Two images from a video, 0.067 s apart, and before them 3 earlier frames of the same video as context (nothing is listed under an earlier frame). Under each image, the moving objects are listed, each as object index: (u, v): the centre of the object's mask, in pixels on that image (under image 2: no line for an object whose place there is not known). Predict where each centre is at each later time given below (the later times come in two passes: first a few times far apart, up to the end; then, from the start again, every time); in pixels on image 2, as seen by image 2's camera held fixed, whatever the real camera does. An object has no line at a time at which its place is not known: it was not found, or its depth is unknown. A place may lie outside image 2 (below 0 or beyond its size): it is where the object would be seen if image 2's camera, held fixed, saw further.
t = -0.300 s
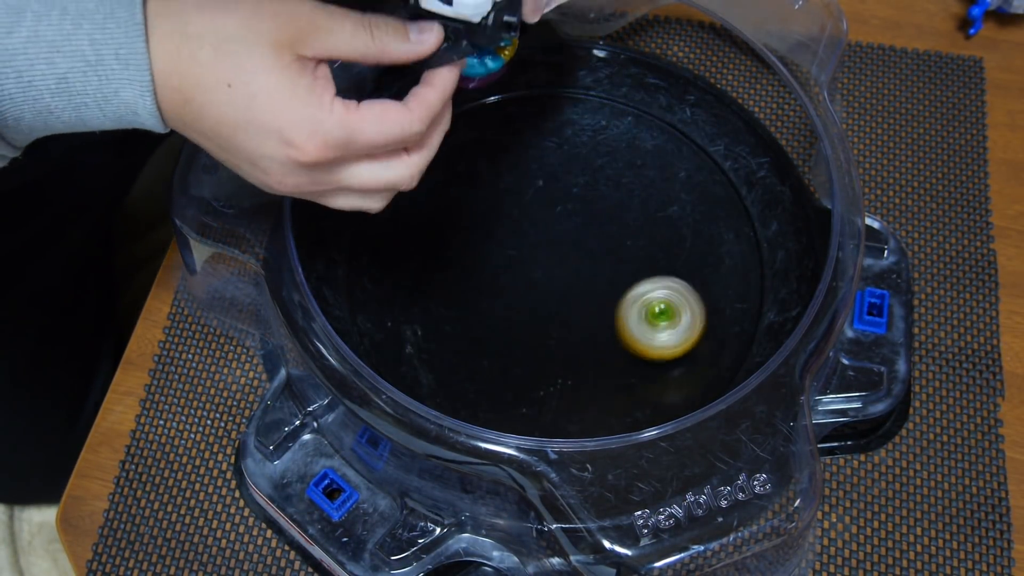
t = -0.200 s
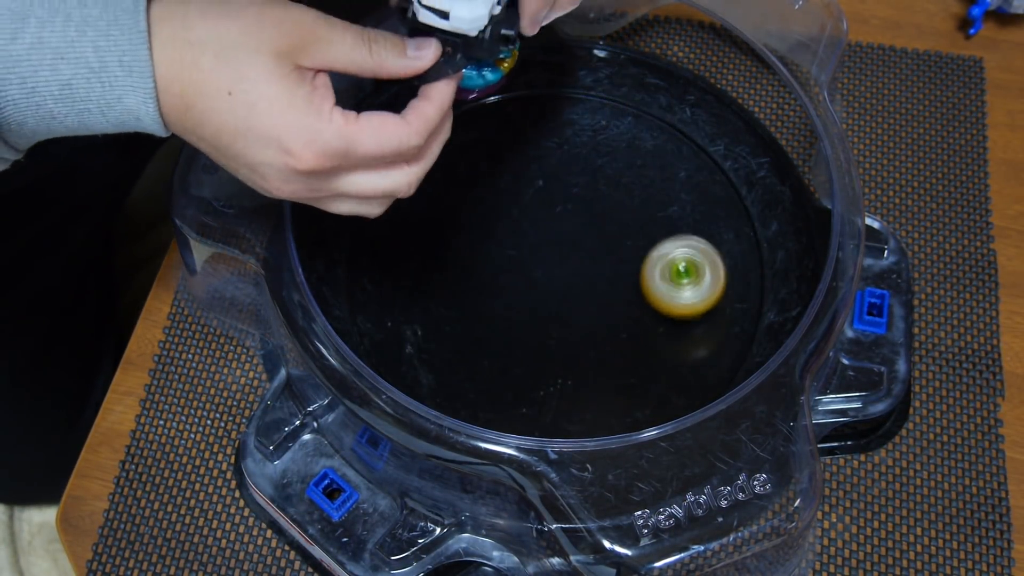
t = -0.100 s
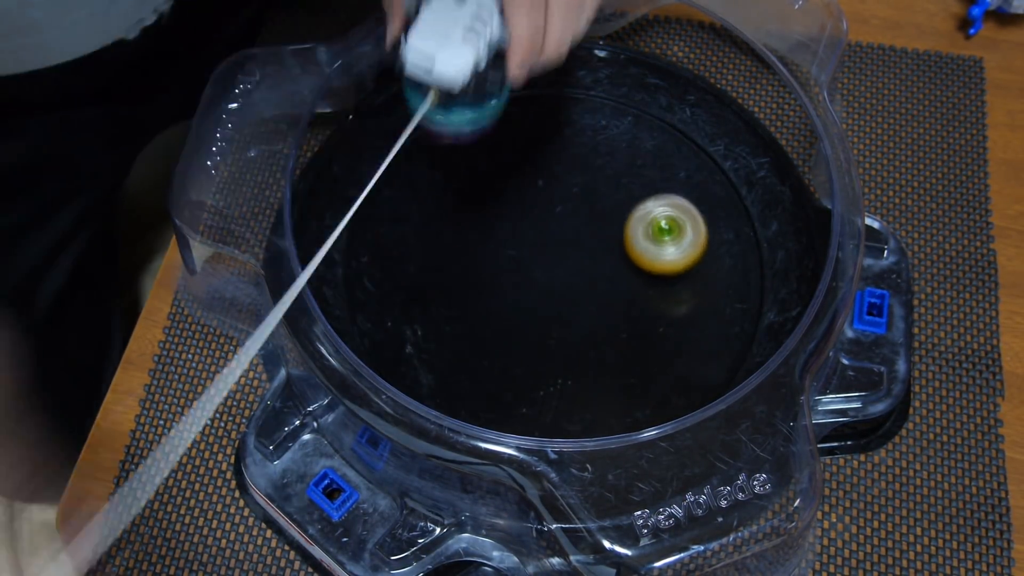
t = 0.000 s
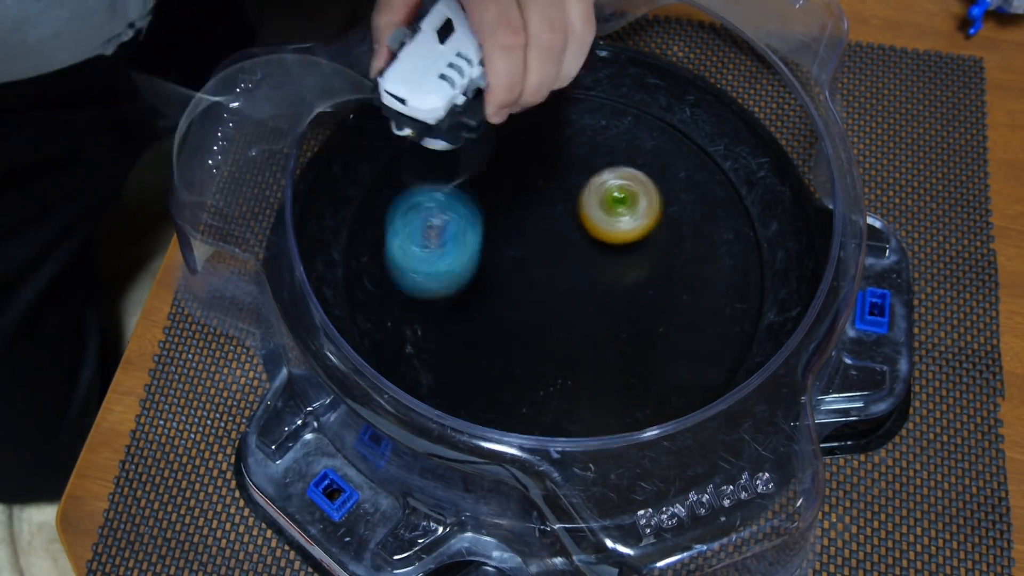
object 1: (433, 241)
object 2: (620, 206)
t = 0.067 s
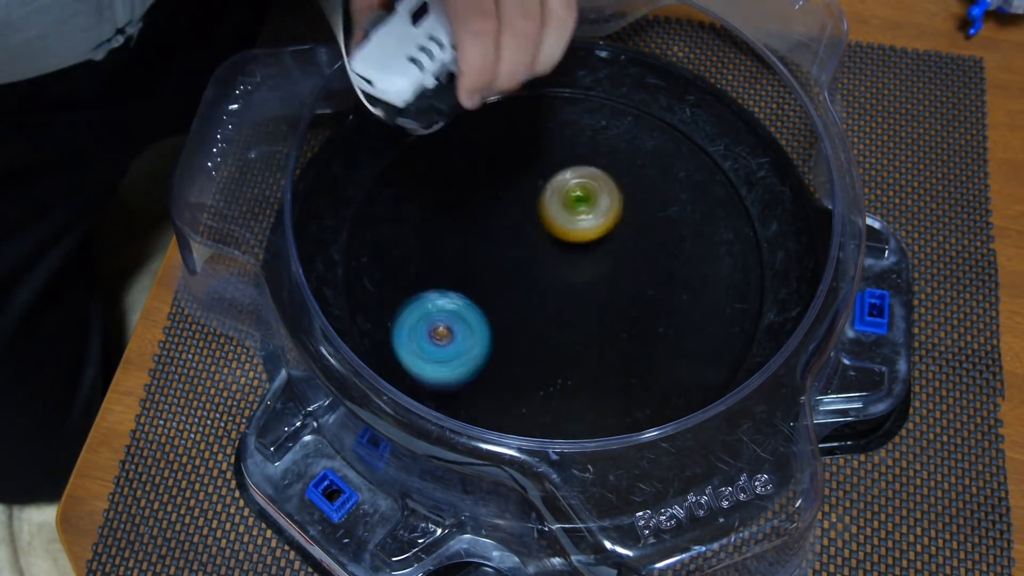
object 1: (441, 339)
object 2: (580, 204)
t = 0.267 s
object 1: (592, 471)
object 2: (499, 248)
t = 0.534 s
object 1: (764, 283)
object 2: (556, 313)
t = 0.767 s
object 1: (571, 75)
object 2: (622, 291)
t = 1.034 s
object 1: (291, 233)
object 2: (536, 246)
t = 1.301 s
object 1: (643, 386)
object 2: (504, 303)
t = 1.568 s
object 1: (660, 111)
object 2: (578, 282)
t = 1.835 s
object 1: (353, 226)
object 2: (538, 226)
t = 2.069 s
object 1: (667, 447)
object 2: (512, 266)
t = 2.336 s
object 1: (633, 217)
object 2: (557, 256)
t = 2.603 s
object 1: (458, 86)
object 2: (538, 236)
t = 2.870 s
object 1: (380, 276)
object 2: (553, 260)
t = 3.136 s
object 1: (688, 378)
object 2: (572, 249)
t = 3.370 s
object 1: (717, 161)
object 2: (562, 244)
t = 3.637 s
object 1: (422, 117)
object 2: (558, 248)
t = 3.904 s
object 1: (457, 452)
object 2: (583, 260)
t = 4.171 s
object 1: (731, 399)
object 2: (561, 260)
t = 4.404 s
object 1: (699, 282)
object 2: (500, 176)
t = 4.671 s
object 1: (715, 245)
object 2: (409, 158)
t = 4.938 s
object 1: (588, 279)
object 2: (454, 276)
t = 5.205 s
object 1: (708, 301)
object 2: (395, 268)
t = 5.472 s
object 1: (654, 240)
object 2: (548, 283)
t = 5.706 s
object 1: (607, 210)
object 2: (525, 245)
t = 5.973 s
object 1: (647, 239)
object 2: (468, 227)
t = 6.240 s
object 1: (630, 269)
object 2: (539, 250)
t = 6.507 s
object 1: (666, 309)
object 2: (554, 224)
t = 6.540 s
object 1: (666, 308)
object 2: (562, 225)
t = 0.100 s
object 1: (457, 365)
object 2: (561, 207)
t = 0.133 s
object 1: (473, 398)
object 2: (543, 211)
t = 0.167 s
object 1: (494, 447)
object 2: (527, 218)
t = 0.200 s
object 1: (522, 466)
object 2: (515, 226)
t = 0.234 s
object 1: (560, 464)
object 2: (505, 236)
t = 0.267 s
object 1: (592, 471)
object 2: (499, 248)
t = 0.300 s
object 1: (627, 467)
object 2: (496, 260)
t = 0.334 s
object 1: (660, 454)
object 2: (497, 272)
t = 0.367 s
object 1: (691, 433)
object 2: (503, 282)
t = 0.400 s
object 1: (717, 411)
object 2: (510, 291)
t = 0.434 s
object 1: (738, 381)
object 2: (521, 300)
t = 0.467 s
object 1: (752, 348)
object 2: (532, 307)
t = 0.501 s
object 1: (759, 315)
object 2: (544, 311)
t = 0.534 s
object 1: (764, 283)
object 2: (556, 313)
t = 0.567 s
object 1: (759, 243)
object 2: (569, 315)
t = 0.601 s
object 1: (744, 209)
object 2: (583, 317)
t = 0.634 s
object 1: (717, 174)
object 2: (596, 315)
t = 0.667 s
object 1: (685, 143)
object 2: (609, 312)
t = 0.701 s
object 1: (650, 116)
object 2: (617, 306)
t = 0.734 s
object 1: (612, 94)
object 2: (622, 299)
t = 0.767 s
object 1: (571, 75)
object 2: (622, 291)
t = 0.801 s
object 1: (526, 59)
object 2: (619, 281)
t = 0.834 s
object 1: (484, 53)
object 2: (612, 273)
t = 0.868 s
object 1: (446, 71)
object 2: (602, 264)
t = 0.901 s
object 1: (408, 96)
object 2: (590, 257)
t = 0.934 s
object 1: (374, 124)
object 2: (576, 252)
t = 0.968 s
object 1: (341, 157)
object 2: (563, 248)
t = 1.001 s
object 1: (314, 192)
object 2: (549, 246)
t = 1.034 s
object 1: (291, 233)
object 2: (536, 246)
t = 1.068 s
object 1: (300, 276)
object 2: (524, 248)
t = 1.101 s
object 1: (337, 304)
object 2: (514, 252)
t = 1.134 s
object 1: (380, 331)
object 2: (505, 258)
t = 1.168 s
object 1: (427, 360)
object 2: (499, 265)
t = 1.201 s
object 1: (482, 381)
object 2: (496, 274)
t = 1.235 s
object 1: (536, 391)
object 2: (495, 283)
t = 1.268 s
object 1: (590, 393)
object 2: (498, 293)
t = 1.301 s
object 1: (643, 386)
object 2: (504, 303)
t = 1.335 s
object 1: (688, 370)
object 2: (512, 310)
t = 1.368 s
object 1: (730, 346)
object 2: (523, 314)
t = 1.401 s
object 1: (739, 308)
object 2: (534, 315)
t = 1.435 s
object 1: (732, 265)
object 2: (545, 313)
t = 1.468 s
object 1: (723, 221)
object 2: (556, 308)
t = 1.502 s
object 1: (709, 177)
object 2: (566, 300)
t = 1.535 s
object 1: (691, 138)
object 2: (573, 291)
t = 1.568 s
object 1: (660, 111)
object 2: (578, 282)
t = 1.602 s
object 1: (616, 100)
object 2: (581, 273)
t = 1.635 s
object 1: (569, 92)
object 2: (581, 263)
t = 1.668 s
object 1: (522, 87)
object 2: (578, 253)
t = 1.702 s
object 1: (477, 87)
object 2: (573, 244)
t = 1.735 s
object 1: (438, 114)
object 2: (566, 237)
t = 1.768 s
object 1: (402, 146)
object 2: (558, 231)
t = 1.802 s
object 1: (372, 184)
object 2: (548, 227)
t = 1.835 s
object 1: (353, 226)
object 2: (538, 226)
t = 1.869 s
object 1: (351, 274)
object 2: (527, 227)
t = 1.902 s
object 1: (375, 323)
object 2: (518, 230)
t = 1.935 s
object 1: (411, 373)
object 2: (512, 235)
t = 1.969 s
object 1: (462, 410)
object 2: (508, 243)
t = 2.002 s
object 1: (528, 440)
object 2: (508, 252)
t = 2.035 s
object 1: (598, 448)
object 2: (509, 260)
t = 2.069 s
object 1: (667, 447)
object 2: (512, 266)
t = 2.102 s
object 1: (728, 435)
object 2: (516, 270)
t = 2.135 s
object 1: (743, 413)
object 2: (520, 270)
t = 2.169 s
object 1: (727, 383)
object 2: (528, 270)
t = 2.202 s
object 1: (708, 353)
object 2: (536, 269)
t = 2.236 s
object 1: (691, 322)
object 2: (543, 267)
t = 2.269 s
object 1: (672, 288)
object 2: (548, 263)
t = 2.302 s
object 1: (652, 251)
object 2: (554, 259)
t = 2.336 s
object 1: (633, 217)
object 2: (557, 256)
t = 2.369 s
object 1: (617, 180)
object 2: (553, 255)
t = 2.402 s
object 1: (598, 148)
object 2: (550, 254)
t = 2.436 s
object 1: (576, 121)
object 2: (547, 251)
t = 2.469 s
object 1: (552, 97)
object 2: (544, 248)
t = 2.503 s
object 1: (526, 79)
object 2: (542, 244)
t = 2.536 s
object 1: (503, 73)
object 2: (539, 241)
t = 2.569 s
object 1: (480, 77)
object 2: (538, 238)
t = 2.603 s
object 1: (458, 86)
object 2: (538, 236)
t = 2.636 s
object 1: (436, 97)
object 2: (539, 234)
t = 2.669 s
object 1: (416, 111)
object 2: (541, 234)
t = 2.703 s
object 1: (396, 128)
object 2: (544, 235)
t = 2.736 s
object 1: (380, 147)
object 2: (547, 239)
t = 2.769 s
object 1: (368, 173)
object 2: (551, 244)
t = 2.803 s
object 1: (363, 204)
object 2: (553, 251)
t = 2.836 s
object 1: (367, 239)
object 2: (553, 256)
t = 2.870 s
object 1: (380, 276)
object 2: (553, 260)
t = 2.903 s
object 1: (404, 312)
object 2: (552, 263)
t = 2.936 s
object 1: (437, 345)
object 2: (552, 265)
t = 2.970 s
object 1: (477, 371)
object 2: (551, 265)
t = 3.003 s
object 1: (521, 388)
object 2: (553, 264)
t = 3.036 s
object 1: (565, 397)
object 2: (556, 262)
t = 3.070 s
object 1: (606, 398)
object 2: (561, 259)
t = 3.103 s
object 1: (649, 392)
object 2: (567, 254)
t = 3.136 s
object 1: (688, 378)
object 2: (572, 249)
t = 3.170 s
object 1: (720, 358)
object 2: (575, 245)
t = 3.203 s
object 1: (738, 331)
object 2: (577, 241)
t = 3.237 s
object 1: (741, 297)
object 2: (577, 240)
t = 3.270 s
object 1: (740, 261)
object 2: (576, 239)
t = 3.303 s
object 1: (736, 226)
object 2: (573, 240)
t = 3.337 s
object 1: (729, 193)
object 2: (568, 242)
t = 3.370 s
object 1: (717, 161)
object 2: (562, 244)
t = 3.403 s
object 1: (699, 135)
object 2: (556, 246)
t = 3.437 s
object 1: (672, 113)
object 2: (551, 248)
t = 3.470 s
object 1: (641, 95)
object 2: (549, 249)
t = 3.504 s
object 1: (601, 85)
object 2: (550, 251)
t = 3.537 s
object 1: (553, 81)
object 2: (552, 252)
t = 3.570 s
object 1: (505, 84)
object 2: (554, 252)
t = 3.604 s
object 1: (462, 94)
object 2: (556, 251)
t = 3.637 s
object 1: (422, 117)
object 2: (558, 248)
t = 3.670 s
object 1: (387, 151)
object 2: (560, 245)
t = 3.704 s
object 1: (360, 194)
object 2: (563, 243)
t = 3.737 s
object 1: (344, 242)
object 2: (568, 241)
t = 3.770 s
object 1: (340, 293)
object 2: (573, 241)
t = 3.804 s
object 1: (349, 344)
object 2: (578, 244)
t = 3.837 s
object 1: (373, 388)
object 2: (583, 248)
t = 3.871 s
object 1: (410, 425)
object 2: (584, 254)
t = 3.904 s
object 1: (457, 452)
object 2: (583, 260)
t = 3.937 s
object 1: (513, 466)
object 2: (579, 265)
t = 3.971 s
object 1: (566, 473)
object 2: (574, 268)
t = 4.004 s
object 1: (611, 475)
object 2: (567, 270)
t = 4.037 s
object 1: (657, 468)
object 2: (563, 269)
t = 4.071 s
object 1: (706, 464)
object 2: (560, 267)
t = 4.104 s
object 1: (743, 441)
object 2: (559, 265)
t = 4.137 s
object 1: (744, 420)
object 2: (559, 263)
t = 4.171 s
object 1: (731, 399)
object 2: (561, 260)
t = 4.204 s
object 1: (716, 373)
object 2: (564, 256)
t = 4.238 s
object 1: (700, 349)
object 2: (568, 253)
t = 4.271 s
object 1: (682, 323)
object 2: (573, 250)
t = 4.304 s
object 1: (666, 295)
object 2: (579, 248)
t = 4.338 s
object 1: (664, 280)
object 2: (568, 236)
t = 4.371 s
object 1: (683, 282)
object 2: (532, 205)
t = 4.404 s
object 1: (699, 282)
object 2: (500, 176)
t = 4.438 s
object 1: (713, 281)
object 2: (473, 151)
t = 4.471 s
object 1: (724, 279)
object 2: (450, 130)
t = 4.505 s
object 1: (731, 275)
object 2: (432, 116)
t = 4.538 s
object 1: (736, 270)
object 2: (424, 116)
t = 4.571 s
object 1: (737, 263)
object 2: (417, 121)
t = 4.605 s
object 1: (734, 256)
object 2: (411, 129)
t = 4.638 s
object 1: (728, 251)
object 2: (409, 142)
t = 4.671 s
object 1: (715, 245)
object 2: (409, 158)
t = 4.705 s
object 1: (700, 243)
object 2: (413, 176)
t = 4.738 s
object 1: (681, 243)
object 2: (418, 195)
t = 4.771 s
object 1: (659, 245)
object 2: (426, 213)
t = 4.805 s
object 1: (636, 250)
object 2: (437, 232)
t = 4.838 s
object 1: (612, 257)
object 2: (449, 249)
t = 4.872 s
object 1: (591, 263)
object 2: (463, 264)
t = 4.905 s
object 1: (572, 269)
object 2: (478, 276)
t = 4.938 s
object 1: (588, 279)
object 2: (454, 276)
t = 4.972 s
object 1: (615, 290)
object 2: (418, 274)
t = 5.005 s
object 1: (638, 300)
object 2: (389, 269)
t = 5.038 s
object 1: (657, 308)
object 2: (370, 265)
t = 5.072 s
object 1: (672, 313)
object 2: (358, 260)
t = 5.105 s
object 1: (686, 314)
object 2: (358, 259)
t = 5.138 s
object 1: (695, 312)
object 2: (363, 259)
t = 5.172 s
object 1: (703, 307)
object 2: (376, 263)
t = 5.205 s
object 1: (708, 301)
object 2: (395, 268)
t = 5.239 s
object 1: (709, 293)
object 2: (418, 275)
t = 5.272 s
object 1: (706, 285)
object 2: (443, 282)
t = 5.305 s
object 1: (698, 276)
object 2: (470, 288)
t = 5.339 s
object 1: (687, 269)
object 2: (497, 292)
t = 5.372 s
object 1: (671, 261)
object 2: (524, 294)
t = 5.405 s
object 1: (654, 255)
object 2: (550, 292)
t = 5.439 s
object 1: (645, 250)
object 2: (559, 291)
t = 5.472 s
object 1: (654, 240)
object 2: (548, 283)
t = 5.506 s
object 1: (660, 231)
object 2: (538, 282)
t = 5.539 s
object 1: (659, 222)
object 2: (530, 278)
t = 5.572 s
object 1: (655, 215)
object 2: (525, 272)
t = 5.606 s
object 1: (645, 210)
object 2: (525, 266)
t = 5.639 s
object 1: (633, 207)
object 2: (525, 259)
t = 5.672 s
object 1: (619, 207)
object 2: (527, 251)
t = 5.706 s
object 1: (607, 210)
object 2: (525, 245)
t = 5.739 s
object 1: (613, 213)
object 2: (502, 239)
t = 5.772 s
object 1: (620, 218)
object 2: (484, 233)
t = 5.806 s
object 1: (626, 222)
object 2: (471, 229)
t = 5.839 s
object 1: (632, 226)
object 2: (463, 226)
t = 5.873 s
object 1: (636, 230)
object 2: (460, 226)
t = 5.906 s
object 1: (641, 232)
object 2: (460, 226)
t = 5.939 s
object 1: (645, 236)
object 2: (462, 226)
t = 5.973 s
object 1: (647, 239)
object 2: (468, 227)
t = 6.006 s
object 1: (648, 241)
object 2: (476, 229)
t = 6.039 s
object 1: (649, 244)
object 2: (484, 233)
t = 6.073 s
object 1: (648, 248)
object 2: (493, 235)
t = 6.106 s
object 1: (645, 251)
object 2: (503, 238)
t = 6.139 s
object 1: (643, 255)
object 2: (513, 241)
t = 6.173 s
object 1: (639, 260)
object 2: (523, 244)
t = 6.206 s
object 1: (634, 264)
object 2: (532, 248)
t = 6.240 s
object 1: (630, 269)
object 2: (539, 250)
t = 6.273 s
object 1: (630, 277)
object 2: (542, 248)
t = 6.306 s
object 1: (636, 287)
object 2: (537, 244)
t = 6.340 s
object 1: (642, 295)
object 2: (535, 240)
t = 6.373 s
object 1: (648, 301)
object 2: (534, 235)
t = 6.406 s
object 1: (653, 306)
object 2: (536, 231)
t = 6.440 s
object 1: (658, 309)
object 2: (541, 227)
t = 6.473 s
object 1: (663, 310)
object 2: (547, 224)
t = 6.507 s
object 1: (666, 309)
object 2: (554, 224)
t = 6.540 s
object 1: (666, 308)
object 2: (562, 225)
